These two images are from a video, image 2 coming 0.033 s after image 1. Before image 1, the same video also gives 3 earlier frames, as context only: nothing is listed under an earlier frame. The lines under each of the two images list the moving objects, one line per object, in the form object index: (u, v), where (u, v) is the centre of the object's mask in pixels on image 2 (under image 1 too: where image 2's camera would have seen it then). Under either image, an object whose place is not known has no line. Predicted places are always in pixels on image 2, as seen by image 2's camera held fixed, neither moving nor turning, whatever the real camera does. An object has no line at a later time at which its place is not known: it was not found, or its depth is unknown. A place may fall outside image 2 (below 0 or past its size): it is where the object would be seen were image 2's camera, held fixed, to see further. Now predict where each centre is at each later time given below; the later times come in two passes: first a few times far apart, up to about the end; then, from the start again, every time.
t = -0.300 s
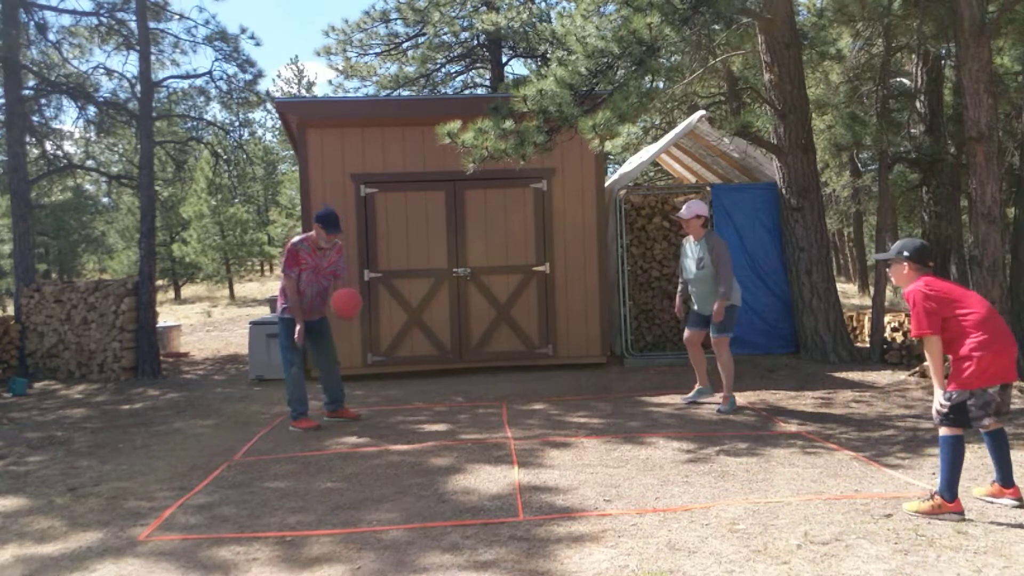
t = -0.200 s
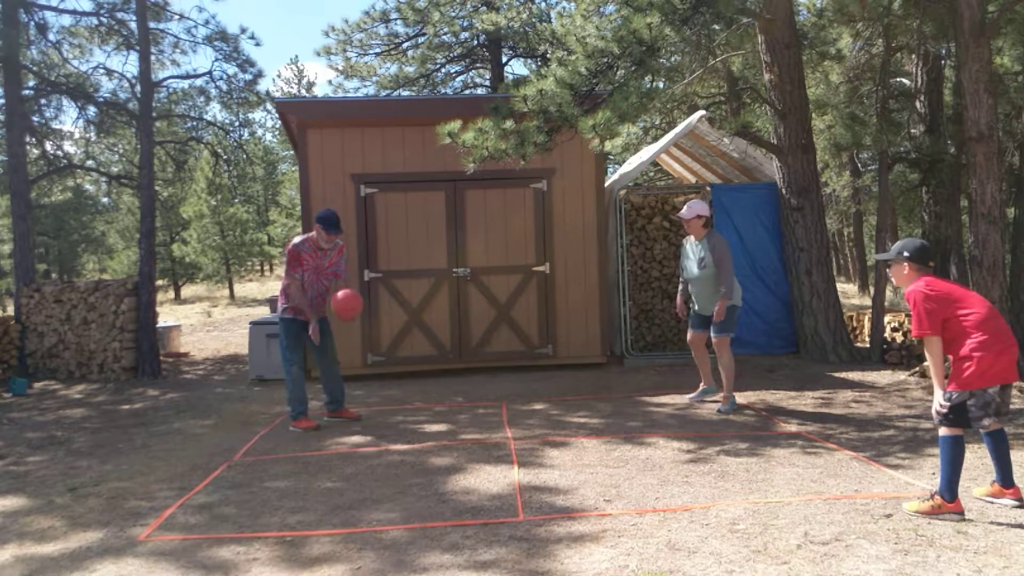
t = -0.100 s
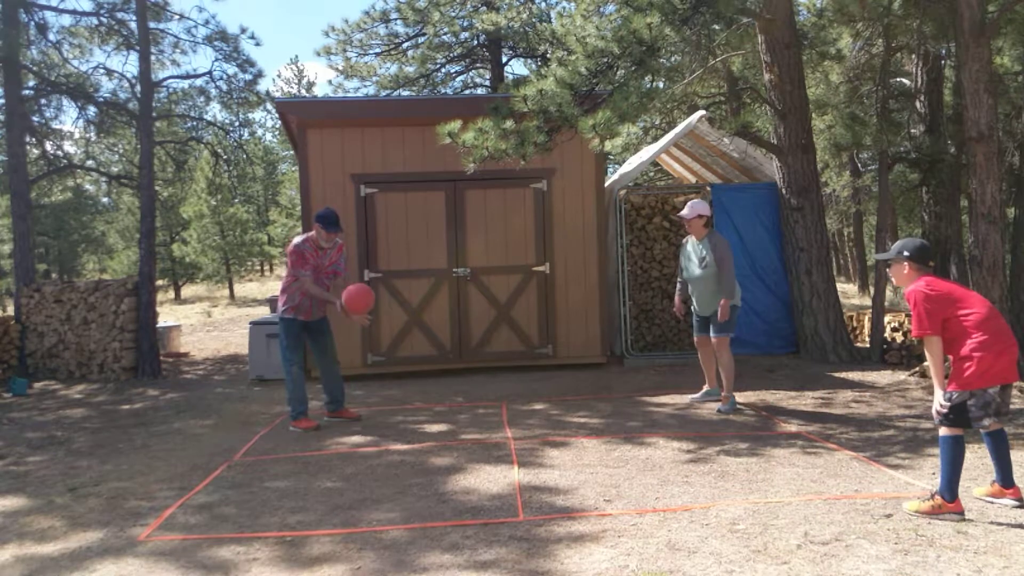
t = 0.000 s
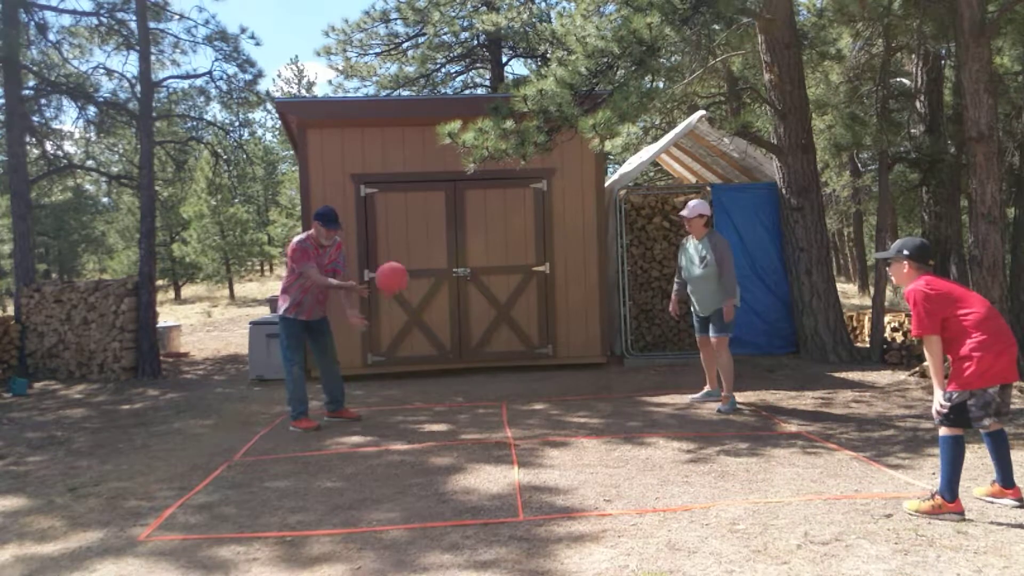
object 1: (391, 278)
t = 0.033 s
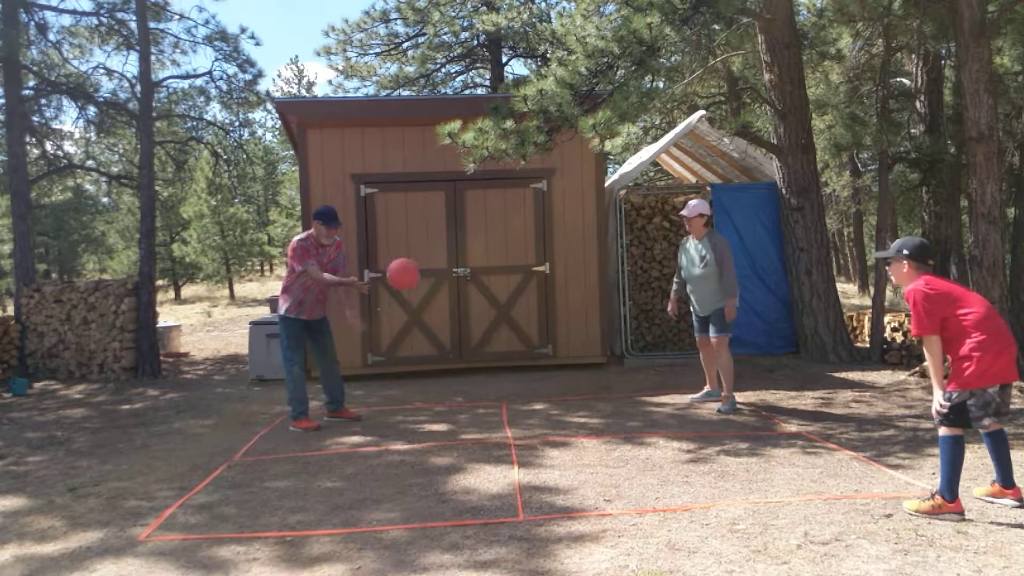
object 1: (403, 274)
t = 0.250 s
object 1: (483, 285)
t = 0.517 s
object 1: (593, 398)
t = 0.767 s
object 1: (667, 347)
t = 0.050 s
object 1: (409, 273)
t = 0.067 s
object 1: (415, 272)
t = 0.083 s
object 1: (421, 271)
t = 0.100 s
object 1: (427, 271)
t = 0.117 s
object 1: (433, 271)
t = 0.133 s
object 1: (439, 271)
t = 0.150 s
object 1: (444, 272)
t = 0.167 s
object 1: (451, 273)
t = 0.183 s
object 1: (457, 275)
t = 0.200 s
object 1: (463, 277)
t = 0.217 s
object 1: (469, 279)
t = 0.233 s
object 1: (476, 282)
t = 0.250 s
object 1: (483, 285)
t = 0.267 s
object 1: (489, 289)
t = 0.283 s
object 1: (495, 293)
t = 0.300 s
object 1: (502, 298)
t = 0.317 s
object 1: (509, 303)
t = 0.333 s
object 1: (516, 308)
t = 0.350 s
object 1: (522, 314)
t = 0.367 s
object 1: (529, 321)
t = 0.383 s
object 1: (536, 327)
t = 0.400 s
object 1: (543, 334)
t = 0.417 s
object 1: (550, 342)
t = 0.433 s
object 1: (557, 350)
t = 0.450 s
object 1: (564, 359)
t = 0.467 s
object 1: (571, 368)
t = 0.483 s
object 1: (578, 378)
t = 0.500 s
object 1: (585, 388)
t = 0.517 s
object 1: (593, 398)
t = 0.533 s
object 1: (600, 410)
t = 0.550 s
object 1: (607, 421)
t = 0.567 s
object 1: (615, 434)
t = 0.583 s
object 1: (620, 440)
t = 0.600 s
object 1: (625, 431)
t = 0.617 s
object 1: (629, 421)
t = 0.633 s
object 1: (633, 411)
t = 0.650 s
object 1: (637, 401)
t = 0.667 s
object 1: (642, 392)
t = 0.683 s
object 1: (646, 384)
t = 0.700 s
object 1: (651, 376)
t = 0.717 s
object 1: (655, 368)
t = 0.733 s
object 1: (659, 360)
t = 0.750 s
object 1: (664, 353)
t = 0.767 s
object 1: (667, 347)
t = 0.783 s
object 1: (673, 340)
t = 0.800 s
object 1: (678, 334)
